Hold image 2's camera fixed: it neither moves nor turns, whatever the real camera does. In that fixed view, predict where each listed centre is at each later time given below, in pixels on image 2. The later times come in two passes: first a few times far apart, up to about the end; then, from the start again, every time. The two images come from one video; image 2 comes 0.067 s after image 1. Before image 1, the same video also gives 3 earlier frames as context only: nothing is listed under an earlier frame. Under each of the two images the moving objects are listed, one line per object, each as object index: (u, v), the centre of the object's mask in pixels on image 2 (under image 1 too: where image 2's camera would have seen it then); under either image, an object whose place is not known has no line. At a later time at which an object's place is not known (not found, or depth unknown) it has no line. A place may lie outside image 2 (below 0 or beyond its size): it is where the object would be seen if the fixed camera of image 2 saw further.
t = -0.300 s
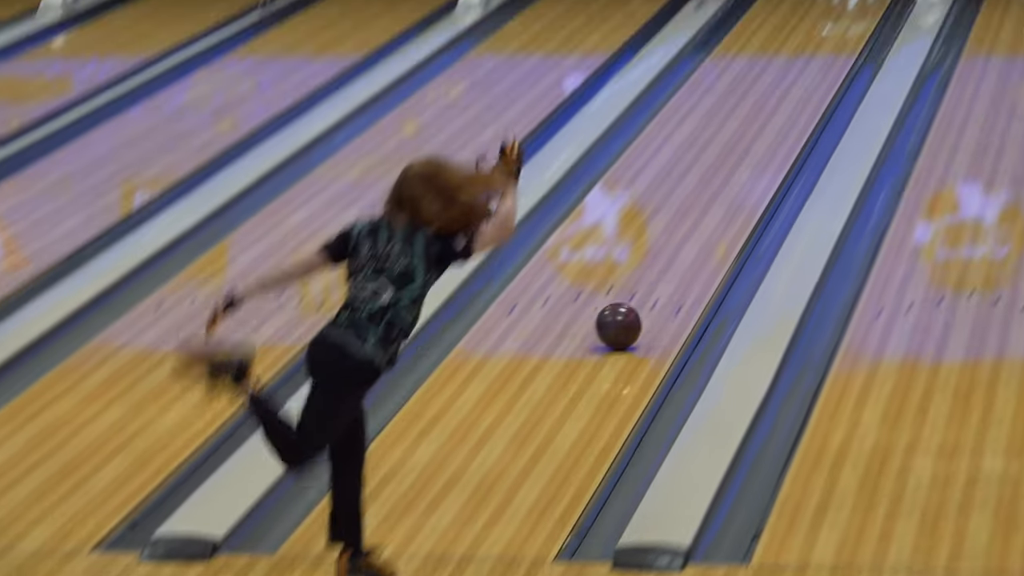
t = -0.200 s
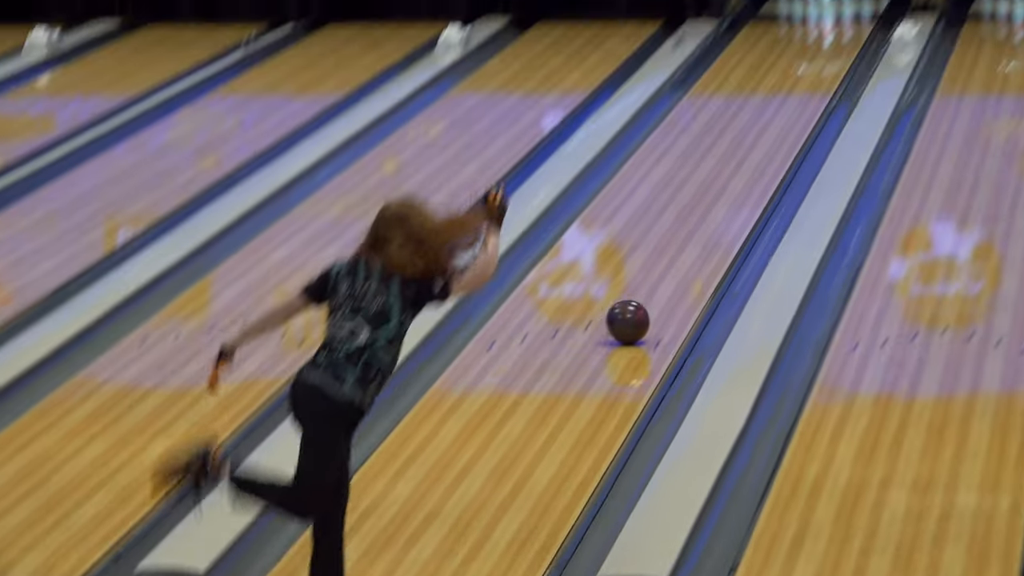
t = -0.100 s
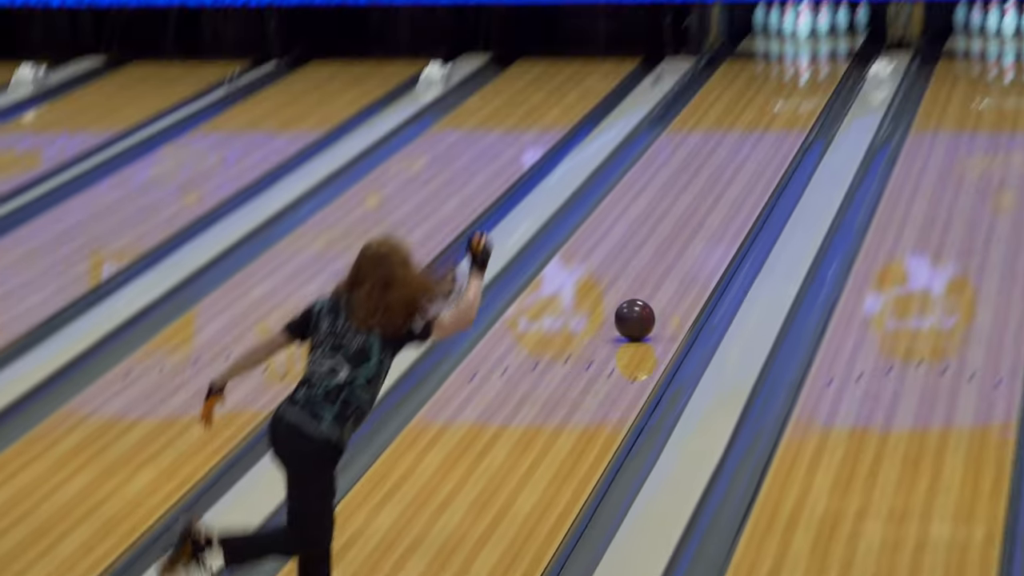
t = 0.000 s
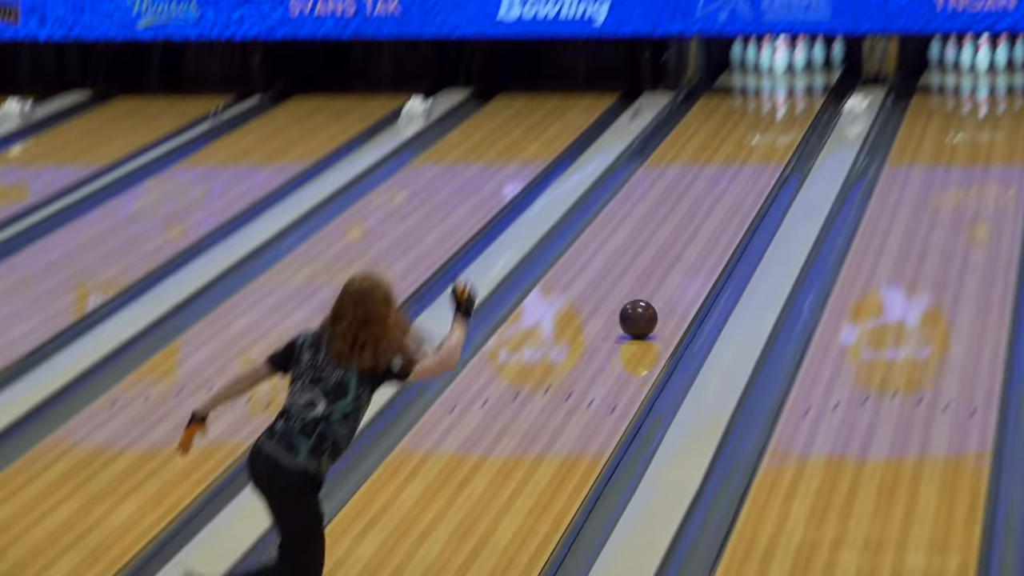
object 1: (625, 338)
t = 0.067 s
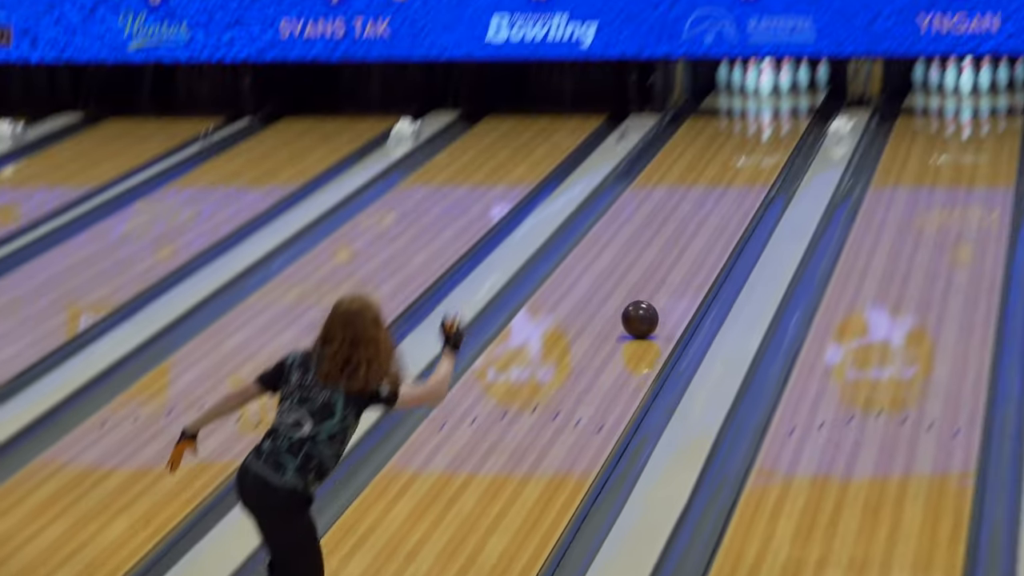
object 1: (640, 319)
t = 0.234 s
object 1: (673, 275)
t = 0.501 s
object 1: (715, 217)
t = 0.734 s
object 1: (742, 174)
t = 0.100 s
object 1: (647, 310)
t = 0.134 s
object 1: (654, 301)
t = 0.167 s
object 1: (660, 292)
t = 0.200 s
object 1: (667, 283)
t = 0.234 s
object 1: (673, 275)
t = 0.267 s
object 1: (679, 267)
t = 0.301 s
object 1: (685, 260)
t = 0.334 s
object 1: (690, 252)
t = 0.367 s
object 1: (696, 244)
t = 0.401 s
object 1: (701, 237)
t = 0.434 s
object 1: (706, 230)
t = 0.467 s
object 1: (711, 224)
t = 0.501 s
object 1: (715, 217)
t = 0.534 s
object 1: (719, 210)
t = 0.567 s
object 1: (724, 204)
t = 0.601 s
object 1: (728, 198)
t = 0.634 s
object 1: (731, 192)
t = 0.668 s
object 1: (735, 186)
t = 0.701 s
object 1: (739, 180)
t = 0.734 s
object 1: (742, 174)
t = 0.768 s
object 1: (745, 169)
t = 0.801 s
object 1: (748, 164)
